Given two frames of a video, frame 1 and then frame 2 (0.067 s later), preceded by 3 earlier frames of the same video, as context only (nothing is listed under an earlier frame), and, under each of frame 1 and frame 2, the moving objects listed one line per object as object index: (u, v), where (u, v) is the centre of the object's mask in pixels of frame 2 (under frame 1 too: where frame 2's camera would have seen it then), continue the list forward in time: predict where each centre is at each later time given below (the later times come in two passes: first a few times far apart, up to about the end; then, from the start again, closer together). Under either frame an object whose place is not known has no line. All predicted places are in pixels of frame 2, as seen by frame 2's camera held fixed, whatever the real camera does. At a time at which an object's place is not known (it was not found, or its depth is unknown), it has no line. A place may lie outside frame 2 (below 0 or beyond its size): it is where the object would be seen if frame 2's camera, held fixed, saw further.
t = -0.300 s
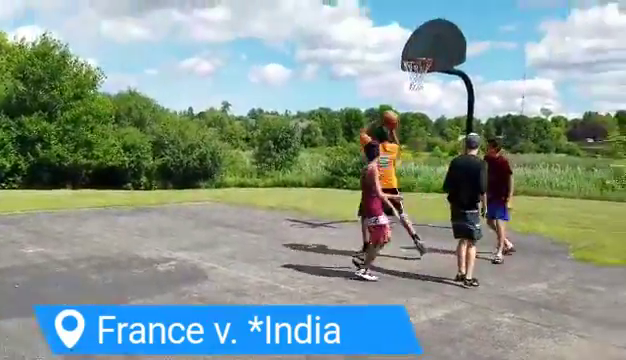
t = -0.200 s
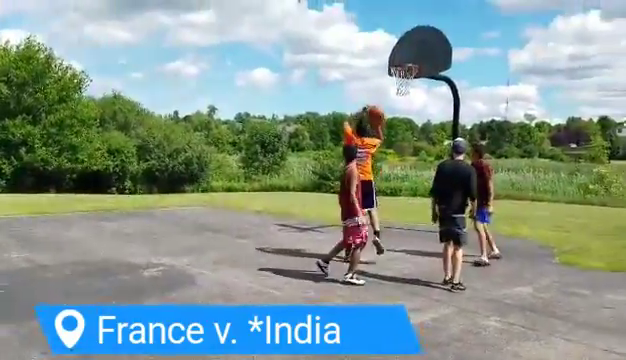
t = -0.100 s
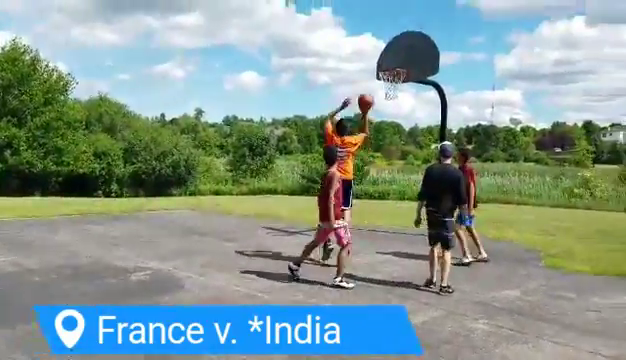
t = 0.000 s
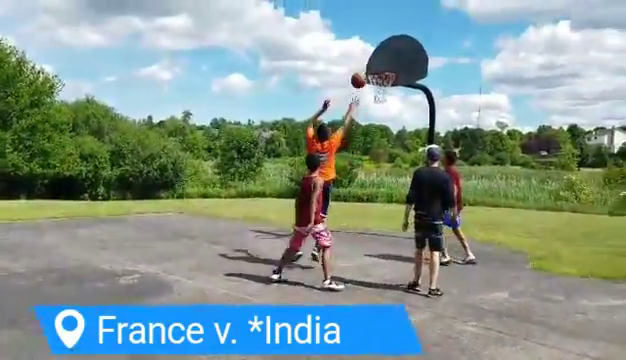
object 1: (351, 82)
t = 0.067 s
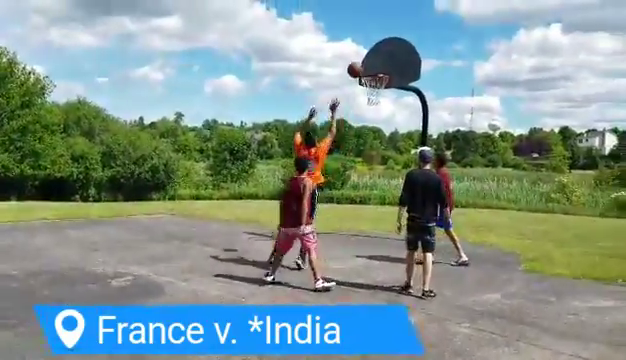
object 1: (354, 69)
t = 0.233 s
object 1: (362, 51)
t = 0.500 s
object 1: (371, 57)
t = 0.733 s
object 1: (378, 94)
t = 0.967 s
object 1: (385, 127)
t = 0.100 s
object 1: (356, 64)
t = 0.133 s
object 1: (358, 60)
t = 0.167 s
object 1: (359, 56)
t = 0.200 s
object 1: (361, 53)
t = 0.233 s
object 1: (362, 51)
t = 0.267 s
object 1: (364, 50)
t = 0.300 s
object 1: (365, 50)
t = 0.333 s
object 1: (366, 50)
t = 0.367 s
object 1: (366, 50)
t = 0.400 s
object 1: (367, 52)
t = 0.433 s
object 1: (368, 53)
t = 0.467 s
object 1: (369, 55)
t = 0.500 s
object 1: (371, 57)
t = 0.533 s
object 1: (372, 62)
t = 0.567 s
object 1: (372, 68)
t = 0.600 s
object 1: (372, 72)
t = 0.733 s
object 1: (378, 94)
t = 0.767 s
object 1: (380, 96)
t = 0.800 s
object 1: (381, 99)
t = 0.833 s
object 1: (382, 103)
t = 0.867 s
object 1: (383, 109)
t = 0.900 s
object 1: (384, 114)
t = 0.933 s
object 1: (385, 120)
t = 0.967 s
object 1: (385, 127)
